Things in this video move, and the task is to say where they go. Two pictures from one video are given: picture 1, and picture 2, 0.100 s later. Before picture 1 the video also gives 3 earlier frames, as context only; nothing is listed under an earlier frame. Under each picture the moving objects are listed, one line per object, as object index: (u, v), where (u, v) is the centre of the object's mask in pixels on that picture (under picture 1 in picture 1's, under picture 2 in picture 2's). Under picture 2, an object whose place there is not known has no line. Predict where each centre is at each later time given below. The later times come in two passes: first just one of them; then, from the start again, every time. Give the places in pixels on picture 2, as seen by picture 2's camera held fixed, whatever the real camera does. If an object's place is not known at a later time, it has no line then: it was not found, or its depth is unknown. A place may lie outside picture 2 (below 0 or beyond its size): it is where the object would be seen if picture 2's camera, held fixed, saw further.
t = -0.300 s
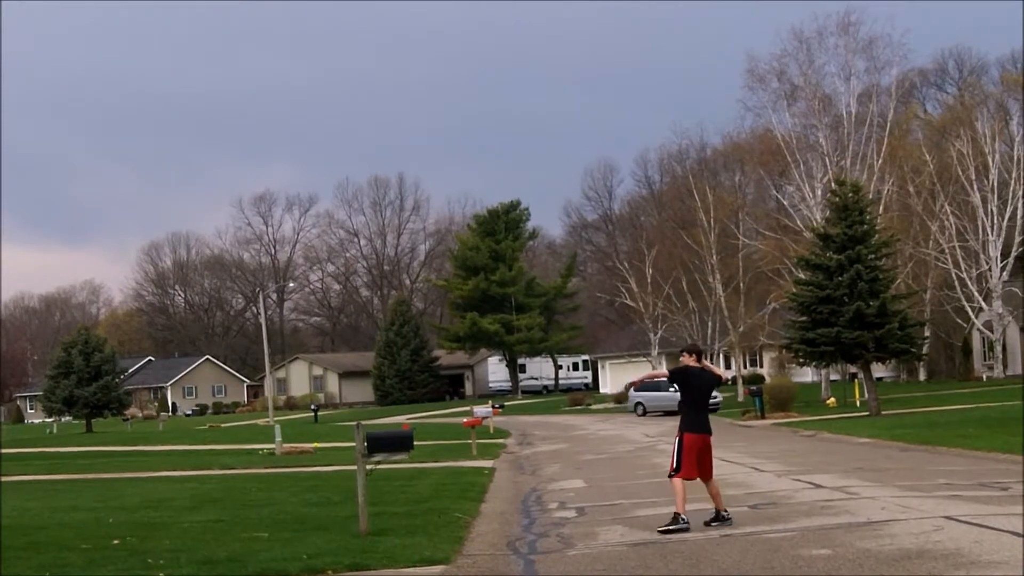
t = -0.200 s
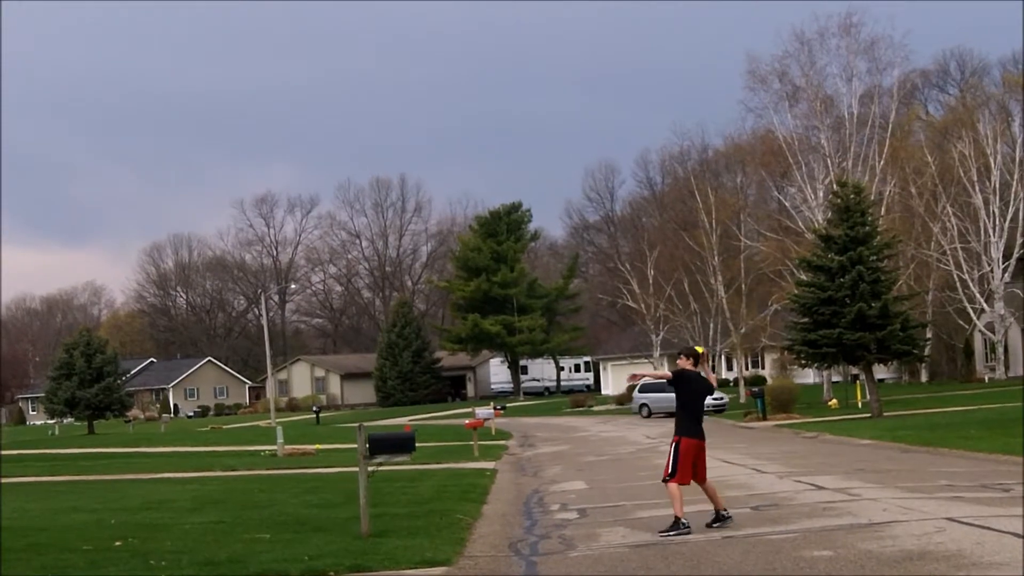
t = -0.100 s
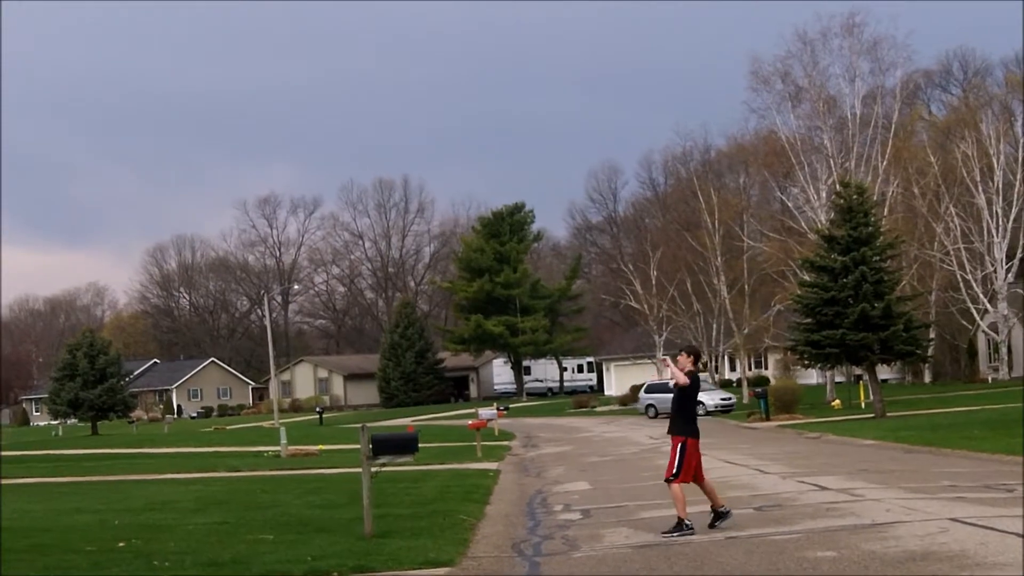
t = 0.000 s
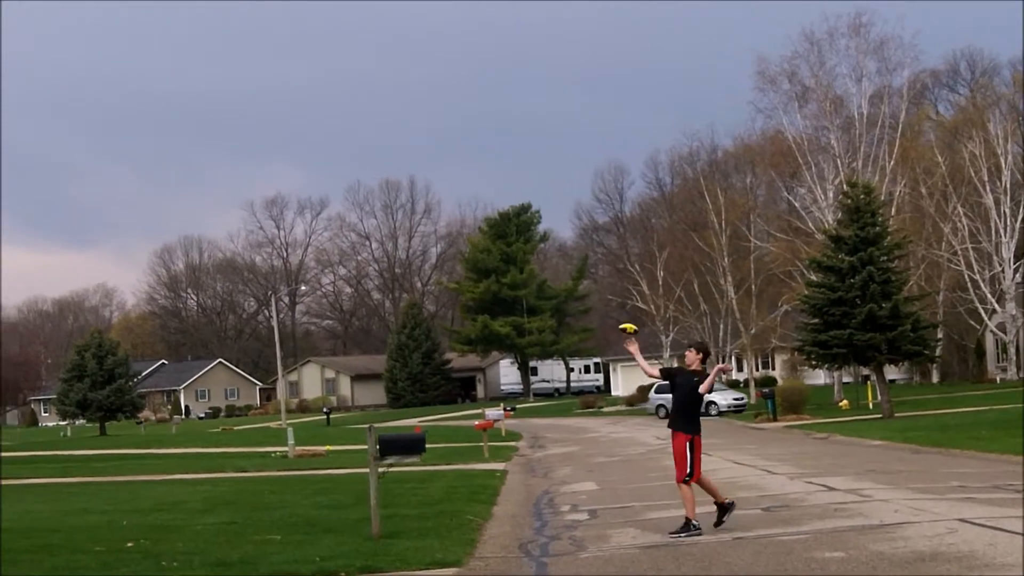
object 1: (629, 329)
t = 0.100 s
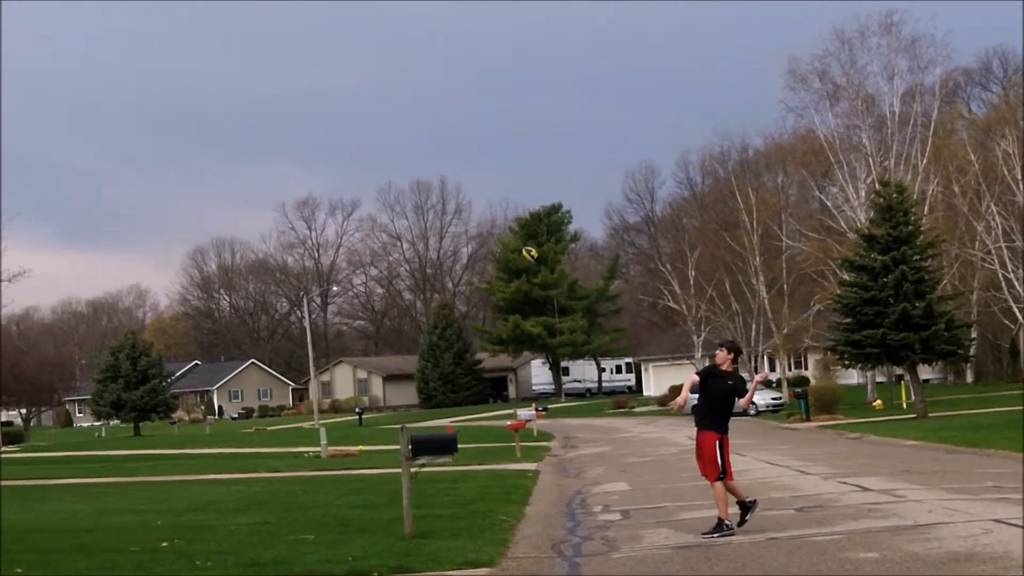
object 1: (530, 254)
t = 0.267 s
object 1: (304, 149)
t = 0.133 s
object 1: (488, 231)
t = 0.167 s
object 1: (441, 211)
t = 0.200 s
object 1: (396, 189)
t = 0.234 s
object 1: (350, 168)
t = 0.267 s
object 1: (304, 149)
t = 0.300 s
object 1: (257, 130)
